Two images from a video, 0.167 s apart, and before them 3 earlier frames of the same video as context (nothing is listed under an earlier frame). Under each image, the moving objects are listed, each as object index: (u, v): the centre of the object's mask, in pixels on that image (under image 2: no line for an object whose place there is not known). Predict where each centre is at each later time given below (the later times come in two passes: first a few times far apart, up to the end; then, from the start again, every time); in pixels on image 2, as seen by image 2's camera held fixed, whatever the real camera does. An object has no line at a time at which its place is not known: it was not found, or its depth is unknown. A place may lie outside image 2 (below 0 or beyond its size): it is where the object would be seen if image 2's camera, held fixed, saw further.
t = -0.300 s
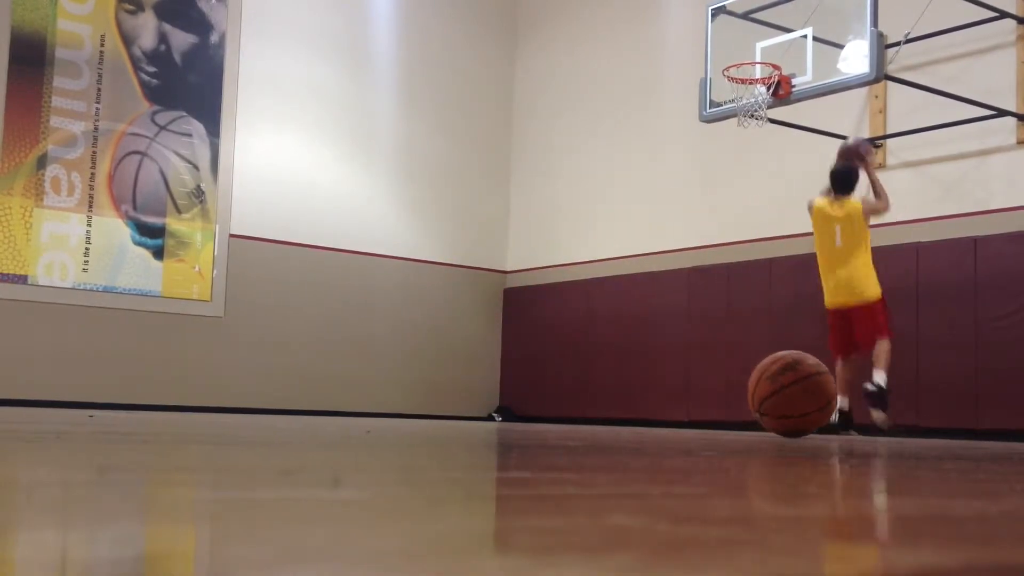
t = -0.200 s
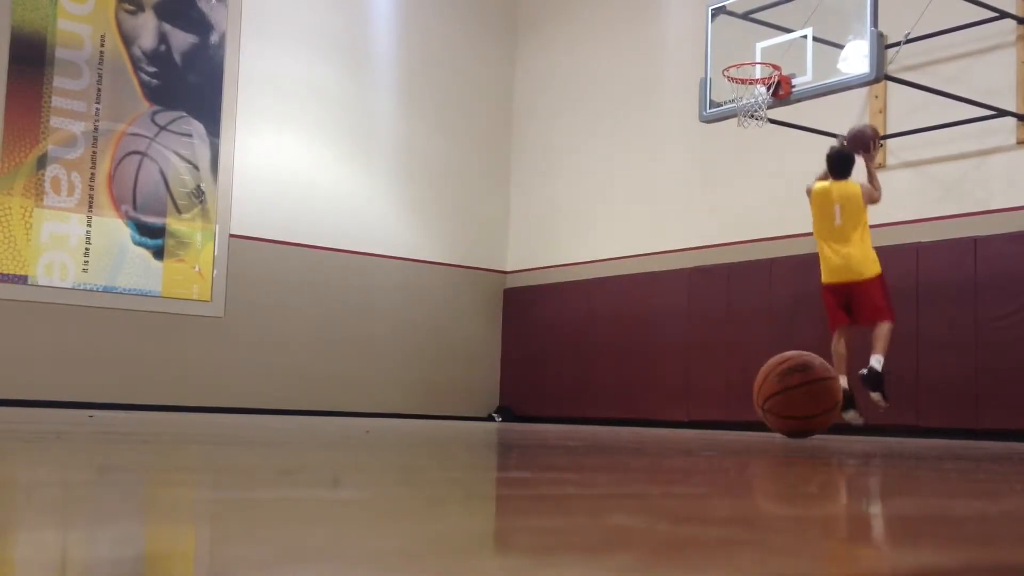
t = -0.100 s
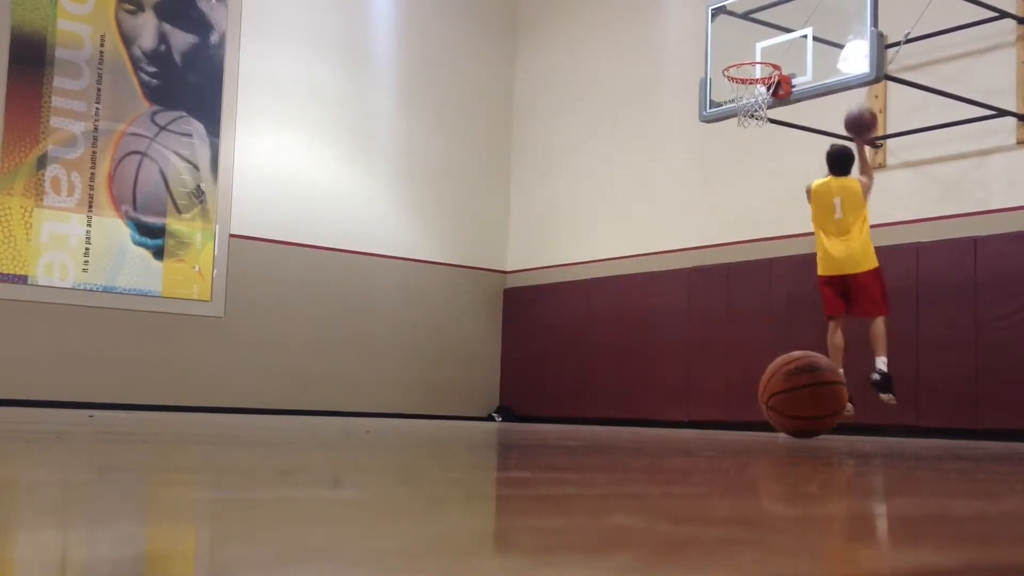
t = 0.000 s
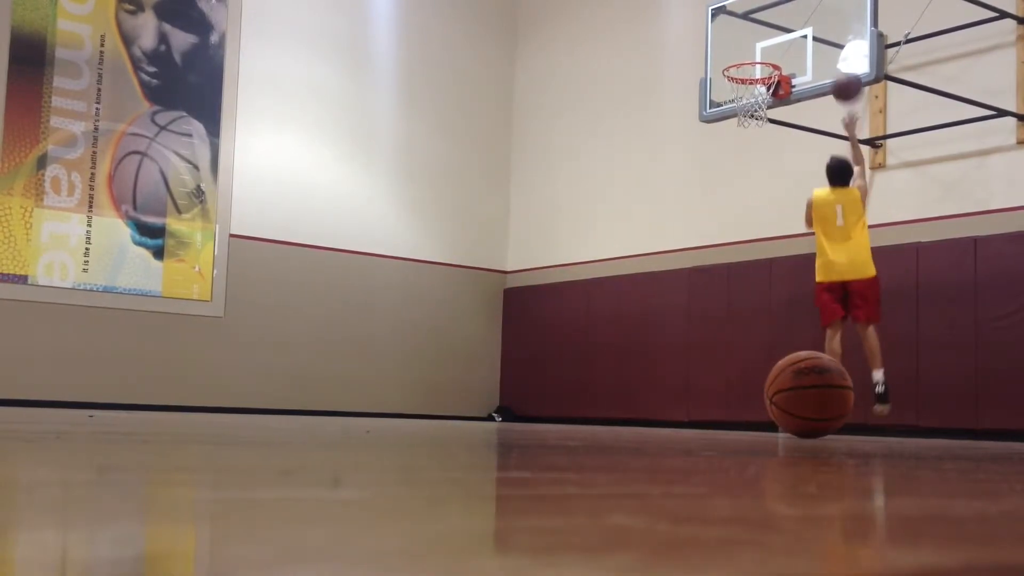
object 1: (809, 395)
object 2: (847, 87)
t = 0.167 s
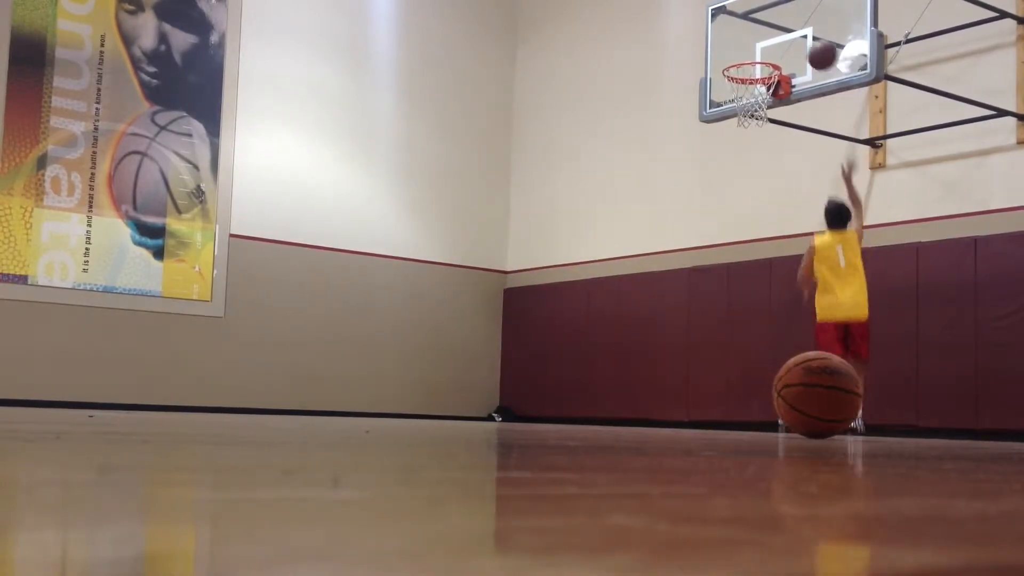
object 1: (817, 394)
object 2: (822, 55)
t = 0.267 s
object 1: (822, 395)
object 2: (806, 53)
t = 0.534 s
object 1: (831, 396)
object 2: (789, 42)
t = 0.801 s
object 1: (841, 396)
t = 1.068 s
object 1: (848, 397)
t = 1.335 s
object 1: (852, 397)
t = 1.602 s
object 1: (853, 397)
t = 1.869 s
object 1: (852, 398)
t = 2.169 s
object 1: (844, 398)
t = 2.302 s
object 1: (840, 398)
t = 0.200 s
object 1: (819, 395)
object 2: (817, 53)
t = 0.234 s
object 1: (820, 395)
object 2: (813, 53)
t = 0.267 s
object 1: (822, 395)
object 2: (806, 53)
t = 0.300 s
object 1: (823, 395)
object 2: (798, 53)
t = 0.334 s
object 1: (824, 395)
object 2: (791, 54)
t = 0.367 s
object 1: (825, 395)
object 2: (788, 54)
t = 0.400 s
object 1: (827, 395)
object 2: (788, 49)
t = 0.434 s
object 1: (828, 395)
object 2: (788, 45)
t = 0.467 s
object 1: (829, 396)
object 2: (788, 43)
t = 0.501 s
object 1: (830, 396)
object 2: (789, 42)
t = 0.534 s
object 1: (831, 396)
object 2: (789, 42)
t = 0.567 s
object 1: (833, 396)
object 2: (789, 44)
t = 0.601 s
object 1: (834, 396)
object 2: (790, 46)
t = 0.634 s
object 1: (835, 396)
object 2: (790, 50)
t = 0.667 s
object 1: (836, 396)
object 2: (791, 55)
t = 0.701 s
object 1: (838, 396)
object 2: (792, 59)
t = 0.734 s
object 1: (839, 396)
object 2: (794, 62)
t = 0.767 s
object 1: (840, 396)
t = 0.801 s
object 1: (841, 396)
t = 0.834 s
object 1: (842, 397)
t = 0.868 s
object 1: (843, 396)
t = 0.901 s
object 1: (844, 397)
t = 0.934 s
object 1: (845, 397)
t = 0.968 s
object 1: (846, 397)
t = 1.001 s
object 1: (847, 397)
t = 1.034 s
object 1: (847, 397)
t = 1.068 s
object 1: (848, 397)
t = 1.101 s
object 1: (849, 397)
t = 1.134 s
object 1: (850, 397)
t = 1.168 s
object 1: (850, 397)
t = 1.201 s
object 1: (851, 397)
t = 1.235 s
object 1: (851, 397)
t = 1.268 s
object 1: (851, 397)
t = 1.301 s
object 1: (852, 397)
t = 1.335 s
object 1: (852, 397)
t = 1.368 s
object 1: (853, 397)
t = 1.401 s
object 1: (853, 397)
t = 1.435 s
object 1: (853, 397)
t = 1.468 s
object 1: (853, 397)
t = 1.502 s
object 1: (853, 397)
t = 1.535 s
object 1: (854, 397)
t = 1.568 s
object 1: (854, 398)
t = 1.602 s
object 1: (853, 397)
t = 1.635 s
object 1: (854, 398)
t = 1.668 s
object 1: (854, 398)
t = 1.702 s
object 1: (853, 398)
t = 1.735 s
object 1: (853, 398)
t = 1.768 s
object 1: (853, 398)
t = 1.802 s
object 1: (852, 398)
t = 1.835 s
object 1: (852, 398)
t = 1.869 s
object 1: (852, 398)
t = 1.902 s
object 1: (851, 398)
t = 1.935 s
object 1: (850, 398)
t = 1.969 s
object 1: (850, 398)
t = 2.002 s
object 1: (849, 398)
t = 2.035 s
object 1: (848, 398)
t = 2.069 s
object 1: (848, 398)
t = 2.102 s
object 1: (846, 398)
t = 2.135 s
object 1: (845, 398)
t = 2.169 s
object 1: (844, 398)
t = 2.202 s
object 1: (844, 398)
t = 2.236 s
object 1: (843, 398)
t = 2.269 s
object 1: (842, 398)
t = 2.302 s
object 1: (840, 398)
